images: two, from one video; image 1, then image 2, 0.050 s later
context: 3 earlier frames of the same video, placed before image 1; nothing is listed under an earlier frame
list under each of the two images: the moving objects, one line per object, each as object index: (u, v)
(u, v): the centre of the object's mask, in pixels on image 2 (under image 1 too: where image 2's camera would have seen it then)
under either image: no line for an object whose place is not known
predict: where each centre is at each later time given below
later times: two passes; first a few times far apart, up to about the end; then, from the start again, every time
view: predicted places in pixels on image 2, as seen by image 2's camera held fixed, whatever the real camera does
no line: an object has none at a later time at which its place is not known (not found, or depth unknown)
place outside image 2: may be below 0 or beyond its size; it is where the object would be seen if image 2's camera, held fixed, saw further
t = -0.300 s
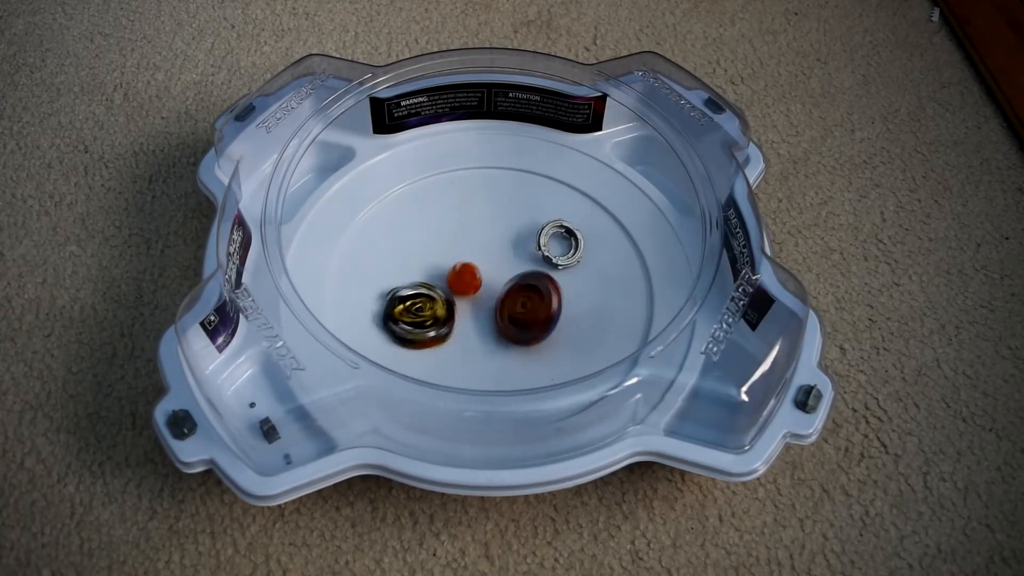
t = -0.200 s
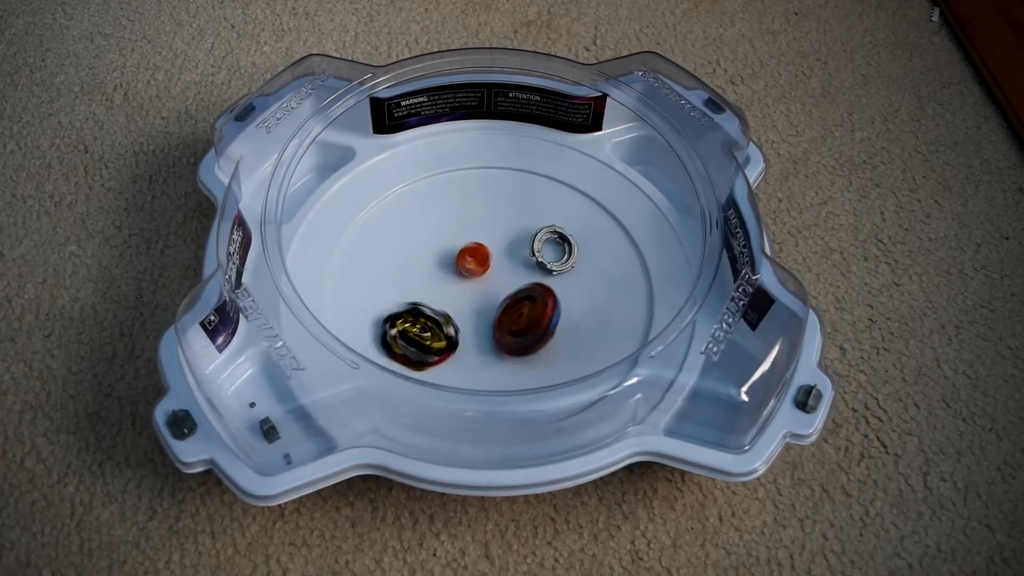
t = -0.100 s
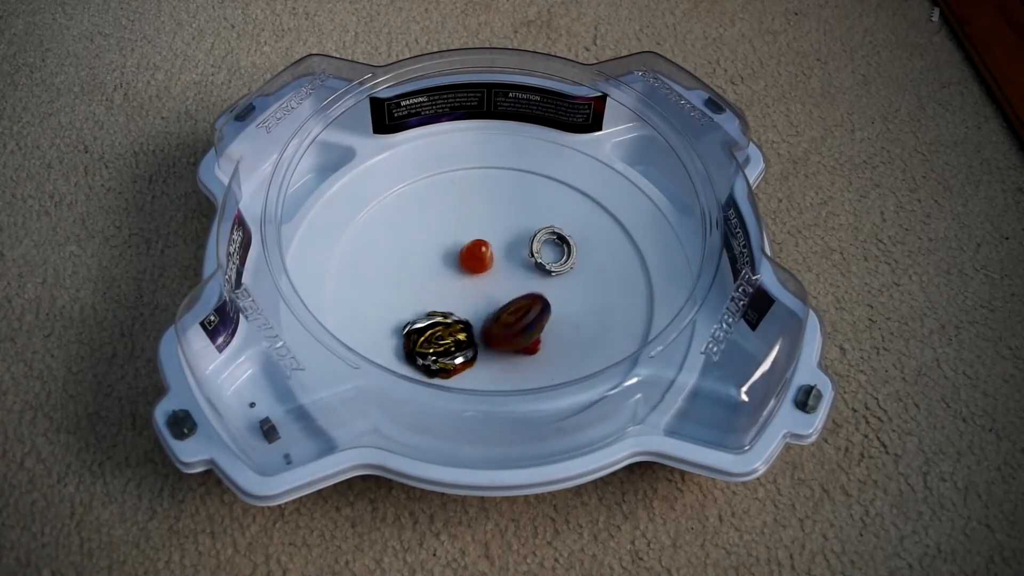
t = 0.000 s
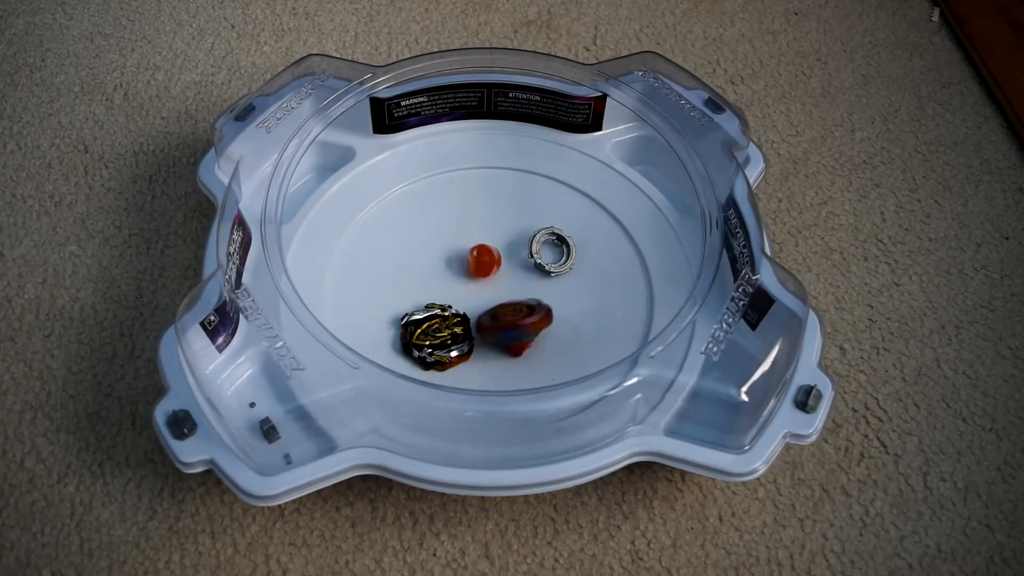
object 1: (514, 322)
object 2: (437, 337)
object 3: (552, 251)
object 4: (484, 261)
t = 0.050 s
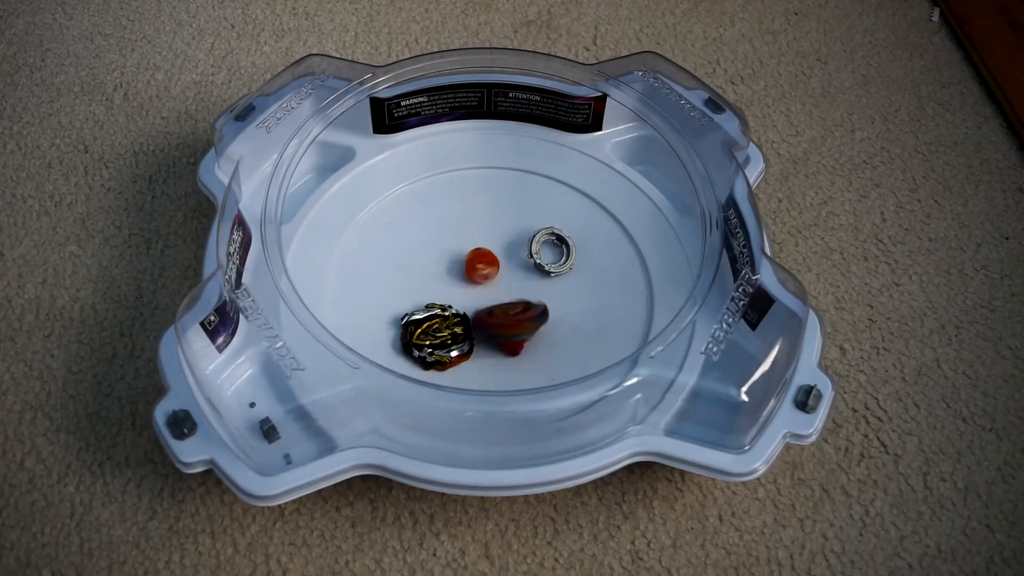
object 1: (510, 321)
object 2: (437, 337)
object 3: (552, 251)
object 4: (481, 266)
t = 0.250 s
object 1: (488, 301)
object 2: (427, 333)
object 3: (551, 251)
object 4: (517, 188)
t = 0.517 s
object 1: (494, 269)
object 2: (427, 332)
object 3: (550, 252)
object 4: (550, 176)
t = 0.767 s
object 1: (507, 281)
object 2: (428, 331)
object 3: (554, 252)
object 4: (520, 230)
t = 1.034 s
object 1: (497, 297)
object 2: (417, 330)
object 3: (546, 259)
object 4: (484, 255)
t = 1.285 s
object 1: (498, 304)
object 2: (417, 329)
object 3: (544, 261)
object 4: (480, 250)
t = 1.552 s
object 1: (497, 296)
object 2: (418, 329)
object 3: (542, 261)
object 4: (480, 250)
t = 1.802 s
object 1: (492, 286)
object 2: (418, 329)
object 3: (542, 262)
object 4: (480, 244)
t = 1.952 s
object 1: (490, 292)
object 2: (418, 329)
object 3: (542, 262)
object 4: (480, 246)
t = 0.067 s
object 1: (509, 318)
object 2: (437, 337)
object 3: (552, 251)
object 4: (484, 267)
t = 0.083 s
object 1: (509, 315)
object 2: (437, 337)
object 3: (551, 251)
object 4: (483, 272)
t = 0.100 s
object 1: (507, 312)
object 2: (437, 337)
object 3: (551, 251)
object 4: (481, 275)
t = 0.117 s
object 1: (503, 310)
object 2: (437, 337)
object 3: (552, 251)
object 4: (482, 274)
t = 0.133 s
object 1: (500, 310)
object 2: (437, 337)
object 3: (551, 251)
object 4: (485, 271)
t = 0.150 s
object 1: (498, 309)
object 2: (437, 337)
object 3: (551, 251)
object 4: (490, 255)
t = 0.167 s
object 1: (494, 310)
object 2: (437, 337)
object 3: (551, 251)
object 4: (495, 241)
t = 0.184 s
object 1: (491, 308)
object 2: (437, 337)
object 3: (551, 251)
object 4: (499, 229)
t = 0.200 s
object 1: (489, 306)
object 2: (435, 336)
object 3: (551, 251)
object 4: (504, 217)
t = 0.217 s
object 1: (488, 306)
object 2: (431, 335)
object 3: (551, 251)
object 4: (508, 206)
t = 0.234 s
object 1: (488, 306)
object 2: (428, 334)
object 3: (551, 251)
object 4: (513, 197)
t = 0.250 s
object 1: (488, 301)
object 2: (427, 333)
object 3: (551, 251)
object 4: (517, 188)
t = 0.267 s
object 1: (487, 298)
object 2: (427, 332)
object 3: (551, 251)
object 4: (521, 180)
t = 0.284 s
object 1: (485, 296)
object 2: (427, 332)
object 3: (551, 252)
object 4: (525, 172)
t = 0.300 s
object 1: (484, 293)
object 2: (427, 332)
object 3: (551, 252)
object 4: (528, 165)
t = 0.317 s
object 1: (485, 292)
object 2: (427, 332)
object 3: (551, 252)
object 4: (531, 162)
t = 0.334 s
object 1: (485, 291)
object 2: (427, 332)
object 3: (551, 252)
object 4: (533, 160)
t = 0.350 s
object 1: (486, 288)
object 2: (427, 332)
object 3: (551, 252)
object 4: (535, 158)
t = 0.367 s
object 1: (486, 284)
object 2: (427, 332)
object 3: (551, 252)
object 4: (536, 157)
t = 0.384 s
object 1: (486, 281)
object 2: (427, 332)
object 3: (551, 252)
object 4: (538, 156)
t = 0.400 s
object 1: (486, 279)
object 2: (427, 332)
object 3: (551, 252)
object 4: (540, 156)
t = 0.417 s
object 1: (487, 277)
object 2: (427, 332)
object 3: (551, 252)
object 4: (542, 157)
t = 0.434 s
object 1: (488, 275)
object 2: (427, 332)
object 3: (551, 252)
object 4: (544, 158)
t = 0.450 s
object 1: (490, 275)
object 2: (427, 332)
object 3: (550, 252)
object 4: (545, 160)
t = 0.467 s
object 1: (491, 275)
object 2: (427, 332)
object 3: (551, 252)
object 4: (546, 162)
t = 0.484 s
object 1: (492, 273)
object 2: (427, 332)
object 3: (551, 252)
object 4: (547, 166)
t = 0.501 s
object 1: (493, 271)
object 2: (427, 332)
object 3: (550, 252)
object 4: (549, 170)
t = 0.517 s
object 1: (494, 269)
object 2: (427, 332)
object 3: (550, 252)
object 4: (550, 176)
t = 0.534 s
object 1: (497, 268)
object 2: (427, 332)
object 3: (551, 252)
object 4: (550, 179)
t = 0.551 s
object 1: (499, 269)
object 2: (427, 332)
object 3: (551, 252)
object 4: (550, 184)
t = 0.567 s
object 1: (500, 271)
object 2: (427, 332)
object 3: (552, 252)
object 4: (550, 190)
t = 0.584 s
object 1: (501, 273)
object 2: (427, 332)
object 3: (552, 252)
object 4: (549, 196)
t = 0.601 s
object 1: (502, 272)
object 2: (427, 332)
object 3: (552, 252)
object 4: (548, 202)
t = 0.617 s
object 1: (503, 271)
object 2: (427, 332)
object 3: (553, 252)
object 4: (547, 209)
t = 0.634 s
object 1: (505, 271)
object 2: (428, 332)
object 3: (558, 247)
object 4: (546, 214)
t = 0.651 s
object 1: (506, 272)
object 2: (428, 332)
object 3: (558, 249)
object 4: (544, 214)
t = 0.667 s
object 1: (508, 273)
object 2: (428, 332)
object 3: (558, 251)
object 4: (542, 216)
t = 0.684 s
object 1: (508, 276)
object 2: (428, 332)
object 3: (556, 251)
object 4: (539, 218)
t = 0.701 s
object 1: (508, 278)
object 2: (428, 332)
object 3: (557, 252)
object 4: (536, 220)
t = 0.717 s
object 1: (507, 280)
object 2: (428, 332)
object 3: (556, 252)
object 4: (533, 223)
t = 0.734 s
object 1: (508, 279)
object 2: (428, 332)
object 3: (556, 252)
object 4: (528, 225)
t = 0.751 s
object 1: (508, 280)
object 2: (428, 332)
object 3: (555, 252)
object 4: (524, 228)
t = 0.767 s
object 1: (507, 281)
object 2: (428, 331)
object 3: (554, 252)
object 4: (520, 230)
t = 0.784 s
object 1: (507, 283)
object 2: (428, 331)
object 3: (555, 252)
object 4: (517, 233)
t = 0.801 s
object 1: (506, 285)
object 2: (428, 331)
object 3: (554, 252)
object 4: (515, 236)
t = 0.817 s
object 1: (503, 288)
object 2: (428, 331)
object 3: (549, 257)
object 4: (512, 239)
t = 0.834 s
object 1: (502, 291)
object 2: (428, 331)
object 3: (548, 258)
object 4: (509, 242)
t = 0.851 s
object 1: (500, 291)
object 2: (428, 331)
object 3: (548, 257)
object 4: (507, 245)
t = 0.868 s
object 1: (499, 291)
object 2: (428, 331)
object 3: (547, 258)
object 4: (504, 246)
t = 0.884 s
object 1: (497, 294)
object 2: (428, 331)
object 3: (547, 258)
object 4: (502, 249)
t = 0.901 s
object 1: (496, 296)
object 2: (428, 331)
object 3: (547, 258)
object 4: (500, 252)
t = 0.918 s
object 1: (494, 298)
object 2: (428, 331)
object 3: (547, 258)
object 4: (498, 255)
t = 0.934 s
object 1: (492, 298)
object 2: (428, 331)
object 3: (547, 259)
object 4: (496, 256)
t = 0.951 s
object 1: (490, 299)
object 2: (428, 331)
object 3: (546, 259)
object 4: (494, 257)
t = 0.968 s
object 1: (491, 299)
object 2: (424, 331)
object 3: (546, 259)
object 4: (492, 259)
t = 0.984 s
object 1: (493, 298)
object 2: (420, 331)
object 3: (546, 259)
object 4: (490, 260)
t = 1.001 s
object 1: (494, 298)
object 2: (418, 330)
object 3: (546, 259)
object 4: (488, 260)
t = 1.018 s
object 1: (495, 297)
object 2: (417, 330)
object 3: (546, 259)
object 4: (486, 258)
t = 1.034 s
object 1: (497, 297)
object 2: (417, 330)
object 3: (546, 259)
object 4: (484, 255)
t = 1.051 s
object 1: (498, 297)
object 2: (417, 330)
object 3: (546, 259)
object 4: (483, 253)
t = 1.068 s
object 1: (498, 298)
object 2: (417, 330)
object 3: (546, 259)
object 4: (482, 250)
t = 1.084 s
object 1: (499, 298)
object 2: (417, 330)
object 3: (546, 259)
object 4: (481, 248)
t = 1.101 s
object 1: (501, 298)
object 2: (417, 330)
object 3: (546, 259)
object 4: (481, 248)
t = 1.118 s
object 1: (499, 297)
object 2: (417, 330)
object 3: (546, 259)
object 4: (481, 248)
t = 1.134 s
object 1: (499, 297)
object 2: (417, 329)
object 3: (545, 259)
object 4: (481, 248)
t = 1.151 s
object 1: (499, 298)
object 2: (417, 329)
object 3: (545, 259)
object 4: (481, 248)
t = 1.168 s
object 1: (500, 300)
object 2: (417, 329)
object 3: (545, 259)
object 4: (481, 249)
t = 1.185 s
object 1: (501, 303)
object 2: (417, 329)
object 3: (545, 260)
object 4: (481, 249)
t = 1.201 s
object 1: (500, 306)
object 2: (417, 329)
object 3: (545, 260)
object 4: (481, 249)
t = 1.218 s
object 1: (500, 305)
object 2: (417, 329)
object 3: (545, 260)
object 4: (480, 249)
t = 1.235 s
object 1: (499, 304)
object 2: (417, 329)
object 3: (545, 260)
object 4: (480, 249)
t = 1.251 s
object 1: (499, 304)
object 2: (417, 329)
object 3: (544, 260)
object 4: (480, 249)
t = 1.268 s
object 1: (498, 304)
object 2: (417, 329)
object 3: (544, 260)
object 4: (480, 250)
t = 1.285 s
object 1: (498, 304)
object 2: (417, 329)
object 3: (544, 261)
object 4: (480, 250)
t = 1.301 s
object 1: (496, 306)
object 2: (417, 329)
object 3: (543, 261)
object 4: (480, 249)
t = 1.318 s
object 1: (495, 306)
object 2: (417, 329)
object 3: (543, 261)
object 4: (480, 249)
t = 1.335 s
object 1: (494, 306)
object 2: (417, 329)
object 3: (543, 261)
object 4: (480, 249)
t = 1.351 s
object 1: (494, 305)
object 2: (417, 329)
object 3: (543, 261)
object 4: (480, 250)
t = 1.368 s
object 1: (496, 303)
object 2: (417, 329)
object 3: (543, 261)
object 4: (480, 250)
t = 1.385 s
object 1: (497, 303)
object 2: (417, 329)
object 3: (543, 261)
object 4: (480, 250)
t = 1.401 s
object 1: (498, 303)
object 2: (417, 329)
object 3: (543, 261)
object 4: (480, 250)
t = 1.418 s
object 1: (497, 303)
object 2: (417, 329)
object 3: (543, 261)
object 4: (480, 250)
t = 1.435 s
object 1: (497, 303)
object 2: (417, 329)
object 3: (543, 261)
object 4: (480, 250)
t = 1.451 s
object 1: (498, 301)
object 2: (418, 329)
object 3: (543, 261)
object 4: (480, 250)
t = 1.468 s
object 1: (497, 300)
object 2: (417, 329)
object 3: (543, 261)
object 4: (480, 250)
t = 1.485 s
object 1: (498, 299)
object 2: (418, 329)
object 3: (543, 261)
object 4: (480, 250)
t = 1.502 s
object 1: (498, 299)
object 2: (418, 329)
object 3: (543, 261)
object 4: (480, 250)
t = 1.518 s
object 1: (498, 298)
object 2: (418, 329)
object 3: (542, 261)
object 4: (480, 250)
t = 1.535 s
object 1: (497, 297)
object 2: (418, 329)
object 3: (542, 261)
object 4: (480, 250)
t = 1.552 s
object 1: (497, 296)
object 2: (418, 329)
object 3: (542, 261)
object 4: (480, 250)
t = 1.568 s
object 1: (496, 295)
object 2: (418, 329)
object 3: (542, 261)
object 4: (480, 250)
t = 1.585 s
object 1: (495, 294)
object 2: (418, 329)
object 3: (542, 261)
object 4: (480, 249)
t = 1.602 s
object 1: (494, 293)
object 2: (418, 329)
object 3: (542, 261)
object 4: (481, 249)
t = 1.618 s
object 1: (493, 293)
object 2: (418, 329)
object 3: (542, 261)
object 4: (480, 248)
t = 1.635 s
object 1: (493, 292)
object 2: (418, 329)
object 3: (542, 261)
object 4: (480, 248)
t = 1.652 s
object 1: (492, 292)
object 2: (418, 329)
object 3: (542, 261)
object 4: (480, 248)
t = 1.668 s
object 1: (492, 291)
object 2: (418, 329)
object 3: (542, 261)
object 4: (481, 247)
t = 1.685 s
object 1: (492, 290)
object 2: (418, 329)
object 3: (542, 261)
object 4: (480, 246)
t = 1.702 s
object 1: (491, 290)
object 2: (418, 329)
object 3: (542, 261)
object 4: (480, 246)
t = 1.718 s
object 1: (492, 289)
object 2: (418, 329)
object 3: (542, 262)
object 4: (480, 246)
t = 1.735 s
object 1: (492, 288)
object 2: (418, 329)
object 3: (542, 262)
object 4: (480, 245)
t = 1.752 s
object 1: (492, 287)
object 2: (418, 329)
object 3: (542, 262)
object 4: (480, 245)
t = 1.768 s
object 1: (492, 287)
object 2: (418, 329)
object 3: (542, 262)
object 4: (480, 245)
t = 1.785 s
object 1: (492, 286)
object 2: (418, 329)
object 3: (542, 262)
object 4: (480, 244)
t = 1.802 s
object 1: (492, 286)
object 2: (418, 329)
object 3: (542, 262)
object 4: (480, 244)
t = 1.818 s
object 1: (492, 286)
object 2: (418, 329)
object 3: (542, 262)
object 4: (480, 244)
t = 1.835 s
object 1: (492, 287)
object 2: (418, 329)
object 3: (542, 262)
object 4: (480, 245)
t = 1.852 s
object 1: (492, 287)
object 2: (418, 329)
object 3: (542, 262)
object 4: (480, 245)
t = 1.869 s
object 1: (492, 288)
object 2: (418, 329)
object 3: (542, 261)
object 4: (480, 245)
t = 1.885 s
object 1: (492, 289)
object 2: (418, 329)
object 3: (542, 261)
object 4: (480, 245)
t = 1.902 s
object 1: (491, 290)
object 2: (418, 329)
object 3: (542, 261)
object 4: (480, 246)
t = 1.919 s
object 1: (491, 291)
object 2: (418, 329)
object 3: (542, 261)
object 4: (480, 246)
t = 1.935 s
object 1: (491, 291)
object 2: (418, 329)
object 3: (542, 261)
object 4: (480, 246)
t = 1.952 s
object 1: (490, 292)
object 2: (418, 329)
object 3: (542, 262)
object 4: (480, 246)
